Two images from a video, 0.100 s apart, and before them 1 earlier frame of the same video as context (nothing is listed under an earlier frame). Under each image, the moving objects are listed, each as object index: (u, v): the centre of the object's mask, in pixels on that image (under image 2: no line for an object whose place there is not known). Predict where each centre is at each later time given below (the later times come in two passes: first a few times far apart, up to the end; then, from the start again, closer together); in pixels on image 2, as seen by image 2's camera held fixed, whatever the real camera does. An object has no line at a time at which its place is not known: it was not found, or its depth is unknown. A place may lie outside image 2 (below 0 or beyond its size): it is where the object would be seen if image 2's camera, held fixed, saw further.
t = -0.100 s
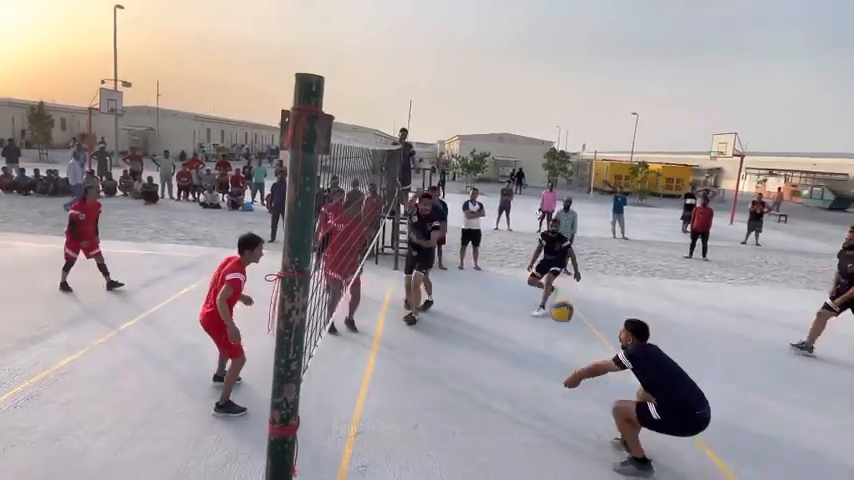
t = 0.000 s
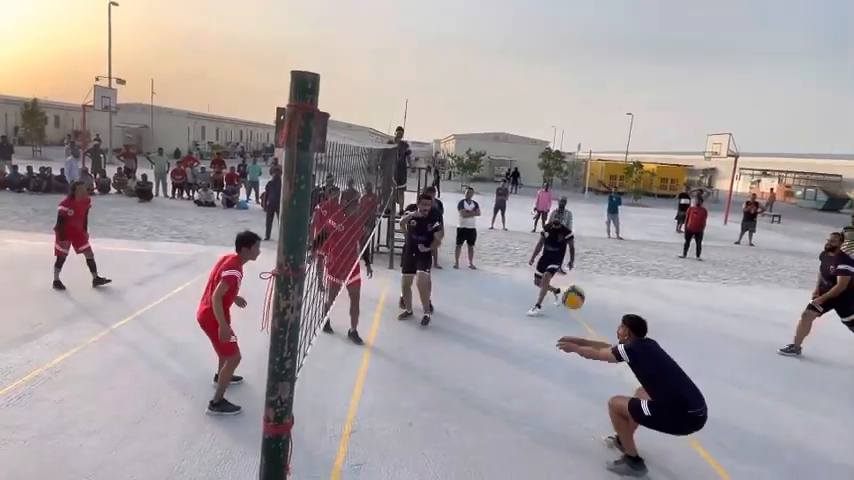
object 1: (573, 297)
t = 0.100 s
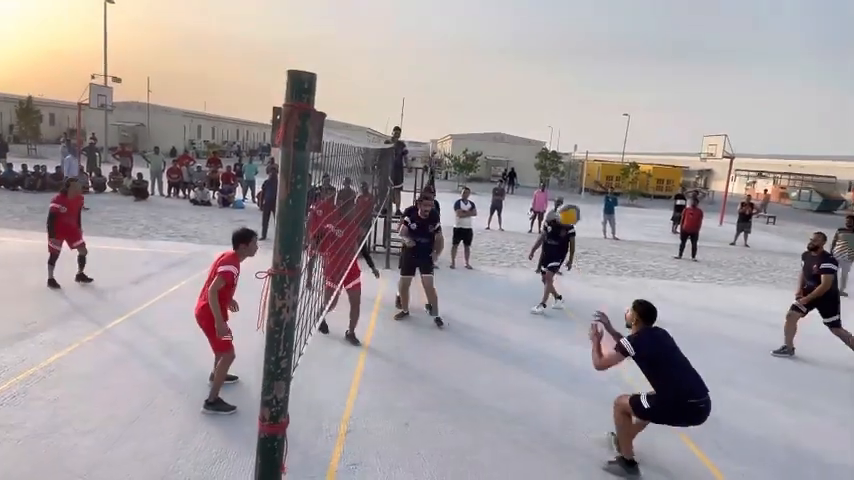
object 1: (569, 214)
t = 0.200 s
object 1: (568, 145)
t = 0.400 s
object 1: (562, 43)
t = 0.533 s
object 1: (557, 2)
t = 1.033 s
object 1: (521, 25)
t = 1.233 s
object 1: (504, 98)
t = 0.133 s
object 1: (568, 190)
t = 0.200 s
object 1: (568, 145)
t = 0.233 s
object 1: (567, 125)
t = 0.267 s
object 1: (566, 106)
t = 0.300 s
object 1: (565, 88)
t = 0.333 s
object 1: (564, 72)
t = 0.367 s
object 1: (564, 57)
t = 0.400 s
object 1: (562, 43)
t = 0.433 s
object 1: (561, 31)
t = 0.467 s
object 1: (560, 20)
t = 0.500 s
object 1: (558, 10)
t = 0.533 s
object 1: (557, 2)
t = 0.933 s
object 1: (530, 1)
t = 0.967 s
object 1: (527, 8)
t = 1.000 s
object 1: (524, 16)
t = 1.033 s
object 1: (521, 25)
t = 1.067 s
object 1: (518, 35)
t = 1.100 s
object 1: (516, 46)
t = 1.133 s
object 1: (513, 58)
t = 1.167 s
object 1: (510, 71)
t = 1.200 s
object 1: (507, 85)
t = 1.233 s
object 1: (504, 98)
